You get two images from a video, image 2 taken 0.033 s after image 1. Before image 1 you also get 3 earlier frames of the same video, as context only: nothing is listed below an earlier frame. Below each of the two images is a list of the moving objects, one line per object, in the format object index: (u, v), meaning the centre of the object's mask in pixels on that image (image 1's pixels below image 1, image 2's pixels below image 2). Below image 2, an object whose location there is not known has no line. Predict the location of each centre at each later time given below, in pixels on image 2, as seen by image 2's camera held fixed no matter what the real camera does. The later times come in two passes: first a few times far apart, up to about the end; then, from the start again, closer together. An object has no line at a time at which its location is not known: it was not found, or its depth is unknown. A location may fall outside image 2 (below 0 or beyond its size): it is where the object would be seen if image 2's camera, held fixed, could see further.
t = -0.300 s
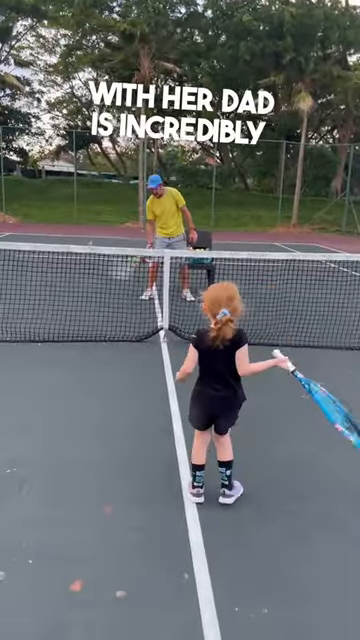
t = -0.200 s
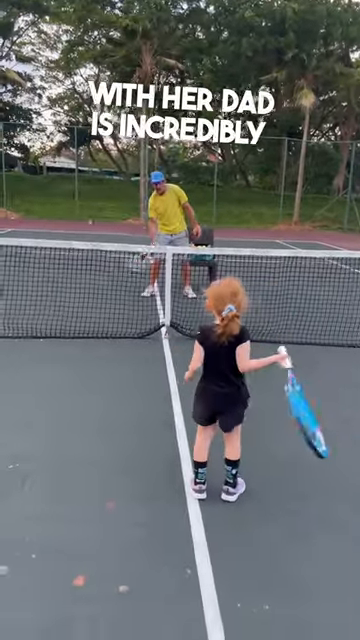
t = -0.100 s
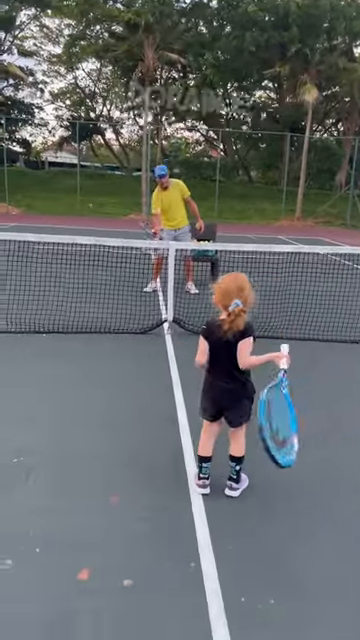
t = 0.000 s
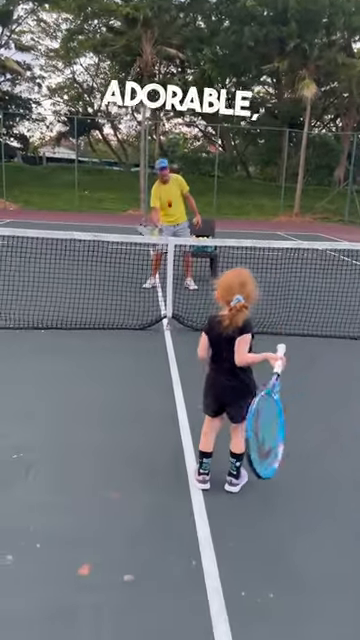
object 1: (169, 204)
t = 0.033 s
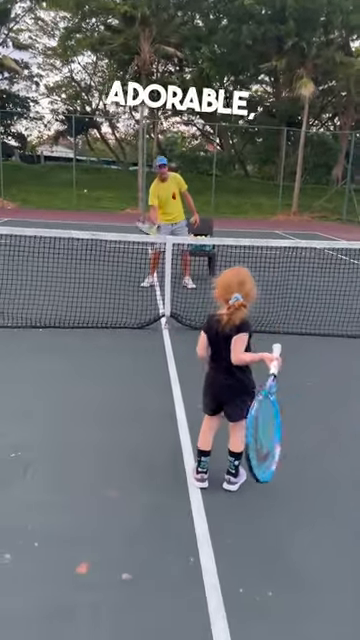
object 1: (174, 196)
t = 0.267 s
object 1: (217, 173)
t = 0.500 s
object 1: (271, 213)
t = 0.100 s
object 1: (187, 184)
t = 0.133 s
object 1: (192, 180)
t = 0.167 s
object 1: (199, 176)
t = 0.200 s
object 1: (205, 174)
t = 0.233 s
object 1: (212, 172)
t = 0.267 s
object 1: (217, 173)
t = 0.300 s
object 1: (224, 175)
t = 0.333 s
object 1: (231, 177)
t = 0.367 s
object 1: (239, 182)
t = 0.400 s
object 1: (248, 187)
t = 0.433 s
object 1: (255, 194)
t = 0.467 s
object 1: (262, 203)
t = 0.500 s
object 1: (271, 213)
